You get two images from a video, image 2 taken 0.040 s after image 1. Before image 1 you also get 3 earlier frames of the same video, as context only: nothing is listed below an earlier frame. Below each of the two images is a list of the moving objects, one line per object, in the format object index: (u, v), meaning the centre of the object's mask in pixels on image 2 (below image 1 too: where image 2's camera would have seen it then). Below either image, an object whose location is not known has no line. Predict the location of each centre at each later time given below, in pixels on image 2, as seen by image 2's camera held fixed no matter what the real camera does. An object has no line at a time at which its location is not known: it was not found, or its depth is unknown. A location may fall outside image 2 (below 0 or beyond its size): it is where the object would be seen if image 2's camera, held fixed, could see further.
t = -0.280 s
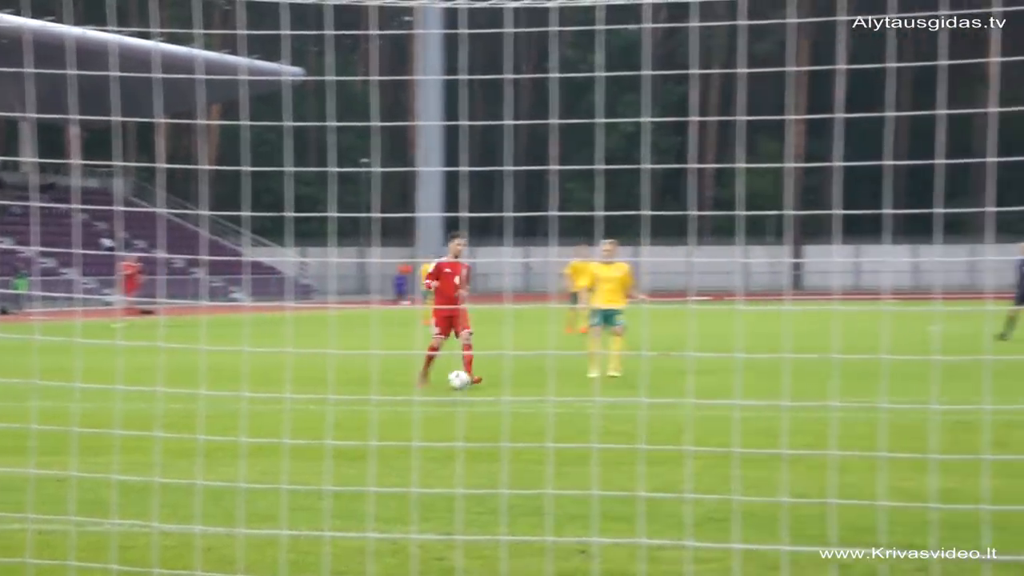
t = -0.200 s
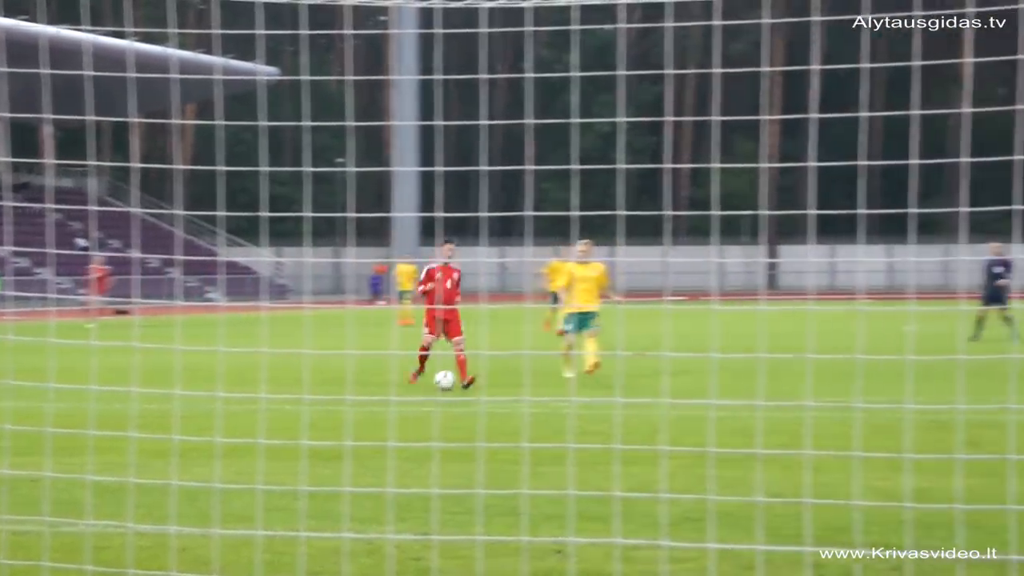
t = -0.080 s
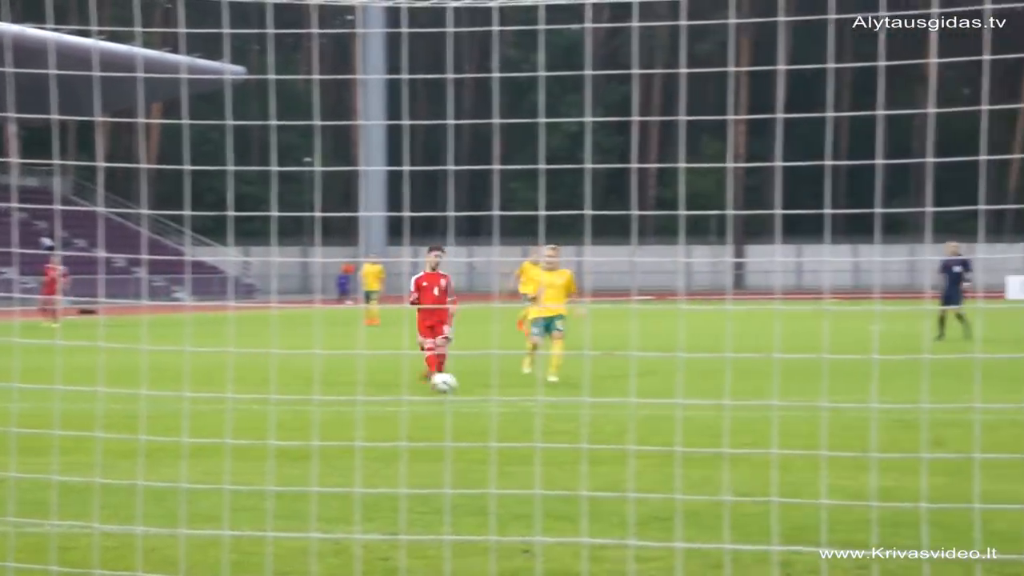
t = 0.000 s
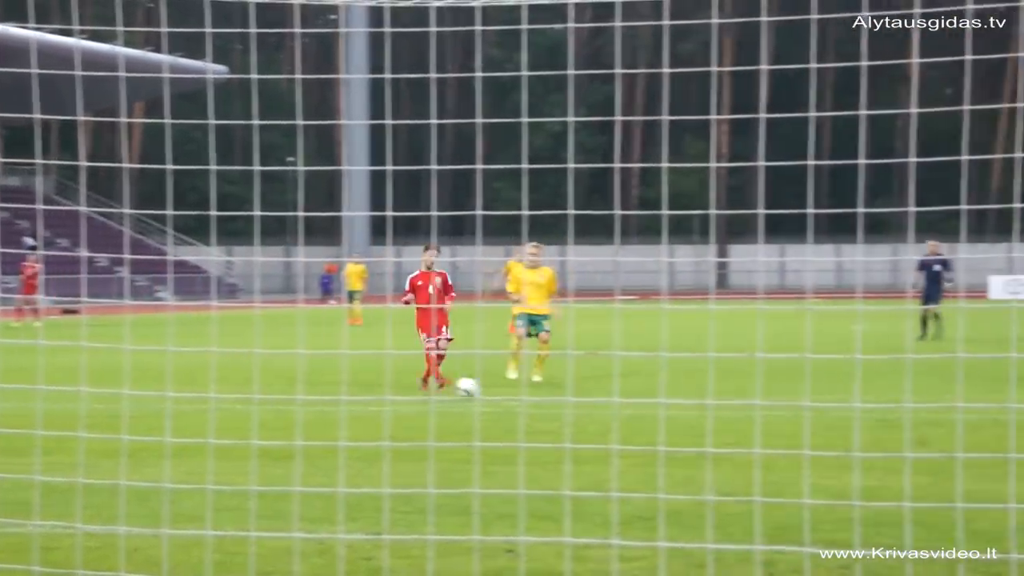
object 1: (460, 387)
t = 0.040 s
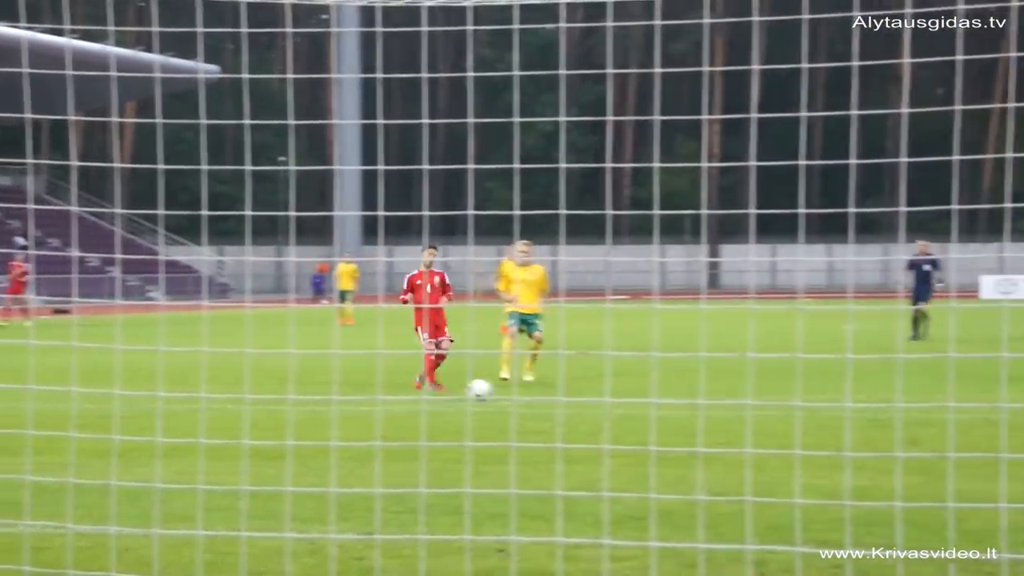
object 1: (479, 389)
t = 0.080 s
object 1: (498, 391)
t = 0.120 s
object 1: (517, 393)
